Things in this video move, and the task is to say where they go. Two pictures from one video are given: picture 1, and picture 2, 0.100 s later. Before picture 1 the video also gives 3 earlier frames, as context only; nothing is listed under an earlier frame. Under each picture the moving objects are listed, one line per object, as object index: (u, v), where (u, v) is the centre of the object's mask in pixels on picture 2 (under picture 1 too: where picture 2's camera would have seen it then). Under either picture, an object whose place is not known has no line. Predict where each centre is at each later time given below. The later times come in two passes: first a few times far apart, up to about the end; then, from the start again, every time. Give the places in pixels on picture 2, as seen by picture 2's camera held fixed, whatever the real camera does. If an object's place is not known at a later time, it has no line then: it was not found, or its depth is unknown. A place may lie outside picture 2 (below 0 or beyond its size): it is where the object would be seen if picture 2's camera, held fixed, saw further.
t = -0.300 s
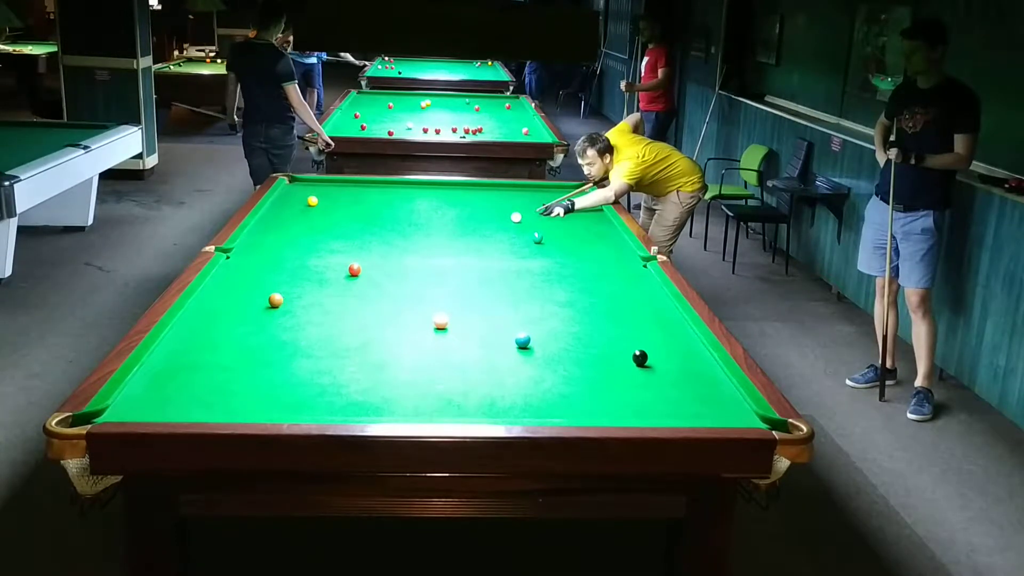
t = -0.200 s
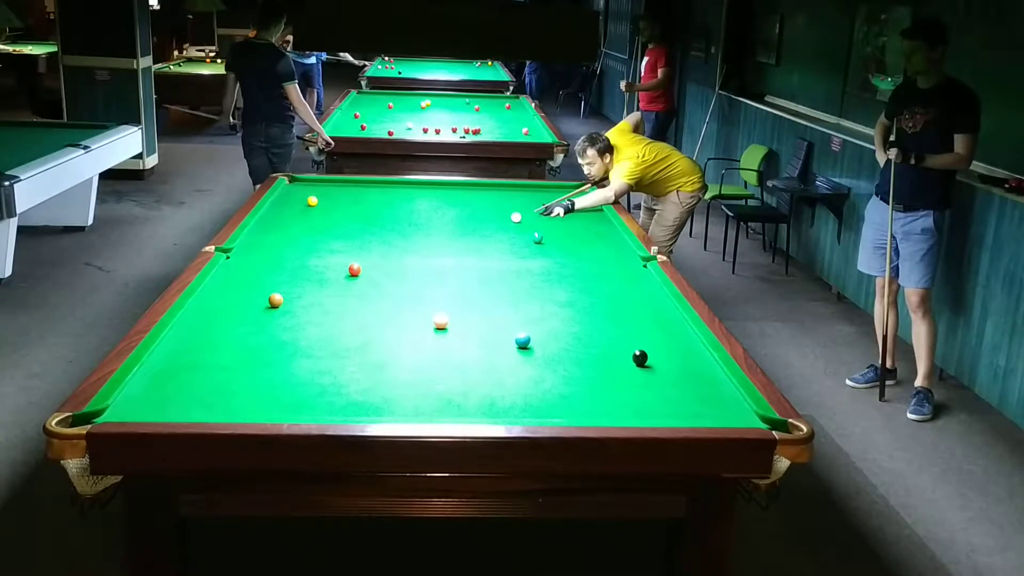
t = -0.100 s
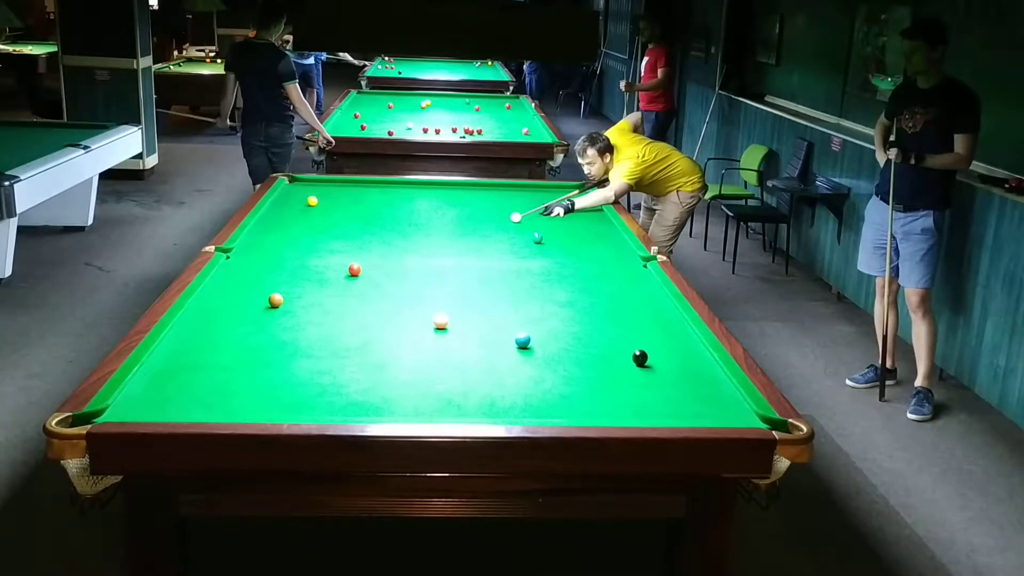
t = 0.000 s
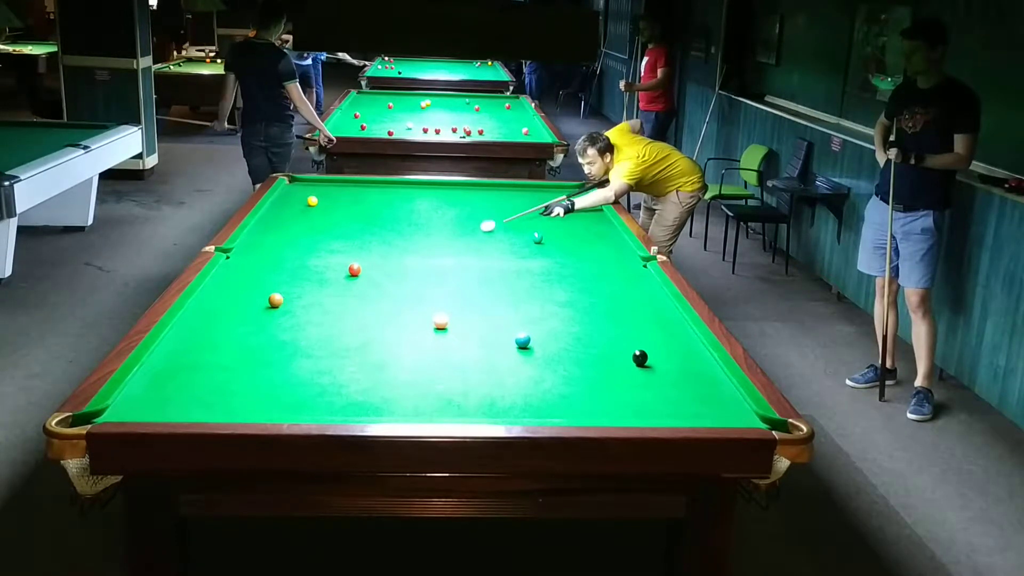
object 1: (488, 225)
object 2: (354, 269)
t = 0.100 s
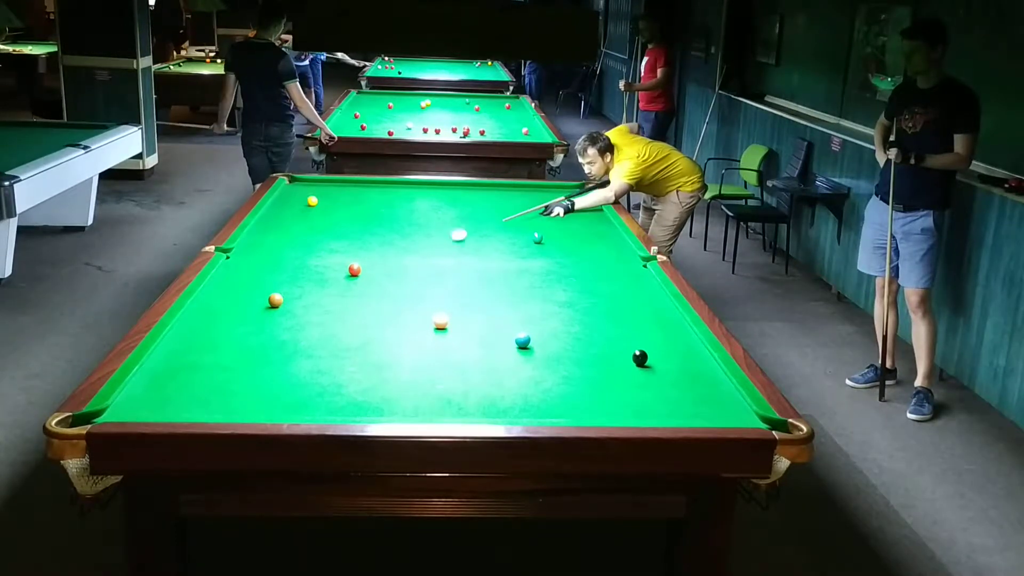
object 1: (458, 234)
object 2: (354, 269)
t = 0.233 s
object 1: (422, 245)
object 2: (354, 269)
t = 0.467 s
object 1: (357, 264)
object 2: (353, 271)
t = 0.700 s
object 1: (313, 266)
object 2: (327, 291)
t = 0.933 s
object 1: (266, 269)
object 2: (301, 311)
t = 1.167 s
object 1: (221, 272)
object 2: (272, 333)
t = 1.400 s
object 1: (252, 274)
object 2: (240, 358)
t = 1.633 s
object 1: (280, 276)
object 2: (204, 386)
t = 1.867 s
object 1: (306, 278)
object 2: (167, 408)
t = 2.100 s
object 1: (331, 280)
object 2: (168, 388)
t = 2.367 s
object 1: (358, 282)
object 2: (168, 365)
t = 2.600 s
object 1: (379, 283)
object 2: (168, 348)
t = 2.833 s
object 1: (400, 285)
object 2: (178, 334)
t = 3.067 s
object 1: (420, 286)
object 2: (192, 322)
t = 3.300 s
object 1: (438, 288)
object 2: (205, 312)
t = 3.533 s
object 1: (455, 289)
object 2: (215, 303)
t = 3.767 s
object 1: (471, 289)
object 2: (225, 295)
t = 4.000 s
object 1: (486, 290)
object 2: (233, 288)
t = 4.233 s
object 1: (498, 291)
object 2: (241, 282)
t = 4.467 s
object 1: (510, 292)
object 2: (247, 276)
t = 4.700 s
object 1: (520, 293)
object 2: (253, 271)
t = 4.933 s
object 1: (529, 293)
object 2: (259, 267)
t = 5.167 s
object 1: (536, 294)
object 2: (263, 263)
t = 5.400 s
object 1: (542, 294)
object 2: (267, 259)
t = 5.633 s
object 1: (547, 294)
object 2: (270, 257)
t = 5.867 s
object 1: (550, 295)
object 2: (273, 254)
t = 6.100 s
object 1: (552, 295)
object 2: (275, 252)
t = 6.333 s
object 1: (552, 295)
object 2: (278, 250)
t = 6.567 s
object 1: (552, 295)
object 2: (280, 249)
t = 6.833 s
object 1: (552, 295)
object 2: (281, 248)
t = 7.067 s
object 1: (552, 295)
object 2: (282, 247)
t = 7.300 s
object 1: (552, 295)
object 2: (282, 247)
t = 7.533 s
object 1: (552, 295)
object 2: (282, 247)
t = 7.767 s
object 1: (552, 295)
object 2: (282, 247)
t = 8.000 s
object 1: (552, 295)
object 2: (282, 247)
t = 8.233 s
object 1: (552, 295)
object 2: (282, 247)
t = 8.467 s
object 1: (552, 295)
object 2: (282, 247)
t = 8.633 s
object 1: (552, 295)
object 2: (282, 247)
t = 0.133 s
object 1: (449, 237)
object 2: (354, 269)
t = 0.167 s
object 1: (440, 240)
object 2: (354, 269)
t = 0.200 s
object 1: (431, 243)
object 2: (354, 269)
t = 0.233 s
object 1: (422, 245)
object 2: (354, 269)
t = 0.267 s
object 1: (413, 248)
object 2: (354, 269)
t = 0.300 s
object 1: (403, 251)
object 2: (354, 269)
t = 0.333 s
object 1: (394, 254)
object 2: (354, 269)
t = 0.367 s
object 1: (384, 257)
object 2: (354, 269)
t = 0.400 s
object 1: (375, 260)
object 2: (354, 269)
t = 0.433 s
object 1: (365, 263)
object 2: (354, 270)
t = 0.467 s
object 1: (357, 264)
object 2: (353, 271)
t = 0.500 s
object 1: (351, 264)
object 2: (349, 274)
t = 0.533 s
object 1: (345, 264)
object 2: (345, 276)
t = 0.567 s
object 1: (339, 265)
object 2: (341, 280)
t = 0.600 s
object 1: (333, 265)
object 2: (337, 283)
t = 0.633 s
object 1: (326, 265)
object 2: (333, 286)
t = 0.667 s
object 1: (320, 266)
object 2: (330, 288)
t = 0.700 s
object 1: (313, 266)
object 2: (327, 291)
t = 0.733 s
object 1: (307, 267)
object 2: (323, 293)
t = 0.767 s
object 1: (299, 267)
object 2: (320, 296)
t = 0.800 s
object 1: (293, 267)
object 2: (316, 299)
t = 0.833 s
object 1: (286, 268)
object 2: (312, 302)
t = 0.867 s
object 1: (280, 268)
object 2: (309, 305)
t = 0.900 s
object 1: (273, 269)
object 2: (305, 308)
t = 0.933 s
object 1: (266, 269)
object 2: (301, 311)
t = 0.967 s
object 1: (260, 270)
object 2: (297, 314)
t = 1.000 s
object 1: (253, 270)
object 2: (293, 317)
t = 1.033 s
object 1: (246, 271)
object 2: (289, 320)
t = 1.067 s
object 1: (240, 271)
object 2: (285, 323)
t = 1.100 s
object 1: (234, 271)
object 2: (281, 326)
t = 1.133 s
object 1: (227, 272)
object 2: (277, 330)
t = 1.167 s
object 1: (221, 272)
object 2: (272, 333)
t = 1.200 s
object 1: (227, 273)
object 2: (268, 336)
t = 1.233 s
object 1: (231, 273)
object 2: (264, 340)
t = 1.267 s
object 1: (236, 273)
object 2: (259, 343)
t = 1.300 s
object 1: (240, 273)
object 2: (254, 347)
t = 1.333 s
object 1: (244, 274)
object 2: (250, 350)
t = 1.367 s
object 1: (248, 274)
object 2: (245, 354)
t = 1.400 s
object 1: (252, 274)
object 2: (240, 358)
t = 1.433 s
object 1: (256, 275)
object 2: (235, 362)
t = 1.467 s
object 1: (260, 275)
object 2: (230, 366)
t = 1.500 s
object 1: (264, 275)
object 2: (225, 370)
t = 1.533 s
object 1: (268, 275)
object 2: (220, 373)
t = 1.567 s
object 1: (272, 276)
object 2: (215, 378)
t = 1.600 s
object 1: (275, 276)
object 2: (209, 382)
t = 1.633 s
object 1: (280, 276)
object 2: (204, 386)
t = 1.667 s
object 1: (284, 276)
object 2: (198, 390)
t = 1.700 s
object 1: (287, 277)
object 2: (193, 395)
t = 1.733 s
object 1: (291, 277)
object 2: (187, 399)
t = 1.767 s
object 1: (295, 277)
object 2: (181, 403)
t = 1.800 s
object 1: (299, 277)
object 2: (175, 406)
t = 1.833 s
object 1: (302, 277)
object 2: (169, 409)
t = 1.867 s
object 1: (306, 278)
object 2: (167, 408)
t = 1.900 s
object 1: (310, 278)
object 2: (167, 406)
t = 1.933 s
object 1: (313, 278)
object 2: (167, 404)
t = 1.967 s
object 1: (317, 279)
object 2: (168, 400)
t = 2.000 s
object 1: (320, 279)
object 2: (168, 397)
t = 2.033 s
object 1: (324, 279)
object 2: (168, 394)
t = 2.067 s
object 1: (328, 279)
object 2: (168, 391)
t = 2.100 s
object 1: (331, 280)
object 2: (168, 388)
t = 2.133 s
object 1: (334, 280)
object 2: (168, 384)
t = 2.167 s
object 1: (338, 280)
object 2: (168, 381)
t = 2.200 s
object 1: (341, 280)
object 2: (168, 378)
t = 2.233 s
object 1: (344, 281)
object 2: (168, 376)
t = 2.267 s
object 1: (348, 281)
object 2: (168, 373)
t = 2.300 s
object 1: (351, 281)
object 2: (168, 370)
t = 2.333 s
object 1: (354, 281)
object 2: (168, 367)
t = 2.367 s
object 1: (358, 282)
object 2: (168, 365)
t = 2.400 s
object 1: (361, 282)
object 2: (168, 362)
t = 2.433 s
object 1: (364, 282)
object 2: (168, 360)
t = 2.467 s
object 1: (367, 282)
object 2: (168, 357)
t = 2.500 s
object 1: (370, 282)
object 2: (168, 355)
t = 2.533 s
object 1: (373, 283)
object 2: (168, 352)
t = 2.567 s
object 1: (376, 283)
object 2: (168, 350)
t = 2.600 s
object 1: (379, 283)
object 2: (168, 348)
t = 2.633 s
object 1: (383, 283)
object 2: (168, 345)
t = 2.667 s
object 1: (385, 283)
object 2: (168, 343)
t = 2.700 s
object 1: (388, 284)
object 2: (169, 341)
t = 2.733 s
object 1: (391, 284)
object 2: (172, 339)
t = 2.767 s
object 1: (394, 284)
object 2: (174, 337)
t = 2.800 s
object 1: (397, 284)
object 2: (176, 335)
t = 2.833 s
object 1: (400, 285)
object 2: (178, 334)
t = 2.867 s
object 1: (403, 285)
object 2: (180, 332)
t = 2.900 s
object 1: (406, 285)
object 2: (182, 330)
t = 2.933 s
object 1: (409, 285)
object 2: (184, 329)
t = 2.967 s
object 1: (412, 285)
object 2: (187, 327)
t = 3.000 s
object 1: (414, 286)
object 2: (188, 326)
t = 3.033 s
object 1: (417, 286)
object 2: (190, 324)
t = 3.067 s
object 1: (420, 286)
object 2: (192, 322)
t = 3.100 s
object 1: (422, 286)
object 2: (194, 321)
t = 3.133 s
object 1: (426, 287)
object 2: (196, 319)
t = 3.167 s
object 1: (428, 287)
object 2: (198, 318)
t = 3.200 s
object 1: (431, 287)
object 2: (199, 316)
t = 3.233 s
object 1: (433, 287)
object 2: (201, 315)
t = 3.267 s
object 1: (436, 287)
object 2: (203, 314)
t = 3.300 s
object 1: (438, 288)
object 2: (205, 312)
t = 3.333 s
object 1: (440, 288)
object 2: (206, 311)
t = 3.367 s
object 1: (443, 288)
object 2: (208, 310)
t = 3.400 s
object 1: (446, 288)
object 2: (209, 308)
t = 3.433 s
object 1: (448, 288)
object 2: (211, 307)
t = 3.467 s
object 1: (451, 288)
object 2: (212, 306)
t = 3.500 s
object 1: (453, 289)
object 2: (214, 305)
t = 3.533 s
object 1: (455, 289)
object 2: (215, 303)
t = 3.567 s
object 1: (458, 289)
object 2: (217, 302)
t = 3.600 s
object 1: (460, 289)
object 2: (218, 301)
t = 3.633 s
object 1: (462, 289)
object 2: (219, 300)
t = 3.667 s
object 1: (465, 289)
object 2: (221, 299)
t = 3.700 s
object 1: (467, 289)
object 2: (222, 298)
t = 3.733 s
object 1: (469, 289)
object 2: (223, 296)
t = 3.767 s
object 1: (471, 289)
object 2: (225, 295)
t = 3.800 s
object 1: (473, 289)
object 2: (226, 294)
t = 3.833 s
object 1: (475, 290)
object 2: (227, 293)
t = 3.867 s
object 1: (477, 290)
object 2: (228, 292)
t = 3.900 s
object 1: (479, 290)
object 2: (230, 291)
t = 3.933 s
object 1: (481, 290)
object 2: (231, 290)
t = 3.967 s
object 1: (484, 290)
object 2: (232, 289)
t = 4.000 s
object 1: (486, 290)
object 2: (233, 288)
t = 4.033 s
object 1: (488, 290)
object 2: (234, 287)
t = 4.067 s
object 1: (489, 291)
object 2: (235, 286)
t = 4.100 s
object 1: (491, 291)
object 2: (237, 285)
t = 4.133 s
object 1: (493, 291)
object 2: (238, 284)
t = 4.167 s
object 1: (495, 291)
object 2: (239, 284)
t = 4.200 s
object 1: (497, 291)
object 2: (240, 283)
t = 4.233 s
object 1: (498, 291)
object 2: (241, 282)
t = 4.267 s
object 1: (500, 291)
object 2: (242, 281)
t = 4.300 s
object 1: (502, 291)
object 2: (243, 280)
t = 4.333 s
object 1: (503, 291)
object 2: (244, 279)
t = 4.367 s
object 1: (505, 292)
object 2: (245, 279)
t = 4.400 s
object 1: (507, 292)
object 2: (246, 278)
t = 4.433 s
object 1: (508, 292)
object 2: (247, 277)
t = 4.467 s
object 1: (510, 292)
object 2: (247, 276)
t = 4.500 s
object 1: (512, 292)
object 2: (248, 276)
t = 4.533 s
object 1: (513, 292)
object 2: (249, 275)
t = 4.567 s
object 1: (514, 292)
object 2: (250, 274)
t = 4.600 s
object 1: (516, 292)
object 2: (251, 273)
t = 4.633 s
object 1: (518, 292)
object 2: (252, 273)
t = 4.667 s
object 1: (519, 292)
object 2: (253, 272)
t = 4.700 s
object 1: (520, 293)
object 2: (253, 271)
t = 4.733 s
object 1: (522, 293)
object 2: (254, 271)
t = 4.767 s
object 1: (523, 293)
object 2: (255, 270)
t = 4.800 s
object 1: (524, 293)
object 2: (256, 269)
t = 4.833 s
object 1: (525, 293)
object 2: (256, 269)
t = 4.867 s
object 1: (527, 293)
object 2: (257, 268)
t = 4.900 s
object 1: (528, 293)
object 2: (258, 267)
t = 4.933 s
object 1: (529, 293)
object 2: (259, 267)
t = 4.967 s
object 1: (530, 293)
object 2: (259, 266)
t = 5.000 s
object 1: (531, 293)
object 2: (260, 266)
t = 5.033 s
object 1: (532, 293)
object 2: (260, 265)
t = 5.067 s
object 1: (533, 293)
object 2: (261, 264)
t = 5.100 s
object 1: (534, 293)
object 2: (262, 264)
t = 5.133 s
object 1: (535, 294)
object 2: (262, 263)
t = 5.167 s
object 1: (536, 294)
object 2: (263, 263)
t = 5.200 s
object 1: (537, 294)
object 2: (263, 262)
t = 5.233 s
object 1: (538, 294)
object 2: (264, 262)
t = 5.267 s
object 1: (539, 294)
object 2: (264, 261)
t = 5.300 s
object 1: (540, 294)
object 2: (265, 261)
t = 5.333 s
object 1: (541, 294)
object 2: (266, 260)
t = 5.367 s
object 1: (541, 294)
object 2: (266, 260)
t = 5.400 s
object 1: (542, 294)
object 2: (267, 259)
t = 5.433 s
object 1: (543, 294)
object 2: (267, 259)
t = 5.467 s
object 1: (544, 294)
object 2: (268, 259)
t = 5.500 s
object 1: (544, 294)
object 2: (268, 258)
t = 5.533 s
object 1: (545, 294)
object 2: (269, 258)
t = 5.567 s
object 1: (546, 294)
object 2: (269, 257)
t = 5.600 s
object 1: (546, 294)
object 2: (270, 257)
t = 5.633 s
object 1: (547, 294)
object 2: (270, 257)
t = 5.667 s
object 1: (548, 294)
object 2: (271, 256)
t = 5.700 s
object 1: (548, 295)
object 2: (271, 256)
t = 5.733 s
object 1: (549, 295)
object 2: (271, 255)
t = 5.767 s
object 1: (549, 295)
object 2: (272, 255)
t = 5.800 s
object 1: (549, 295)
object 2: (272, 255)
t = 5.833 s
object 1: (550, 295)
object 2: (272, 254)
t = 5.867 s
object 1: (550, 295)
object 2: (273, 254)
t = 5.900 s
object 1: (550, 295)
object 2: (273, 254)
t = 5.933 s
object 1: (551, 295)
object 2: (274, 253)
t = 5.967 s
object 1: (551, 295)
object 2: (274, 253)
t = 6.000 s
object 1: (551, 295)
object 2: (274, 253)
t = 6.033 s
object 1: (552, 295)
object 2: (275, 252)
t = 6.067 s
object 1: (552, 295)
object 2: (275, 252)
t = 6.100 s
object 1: (552, 295)
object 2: (275, 252)
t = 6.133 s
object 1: (552, 295)
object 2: (276, 252)
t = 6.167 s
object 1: (552, 295)
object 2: (276, 251)
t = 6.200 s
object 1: (552, 295)
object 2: (277, 251)
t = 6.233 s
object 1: (552, 295)
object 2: (277, 251)
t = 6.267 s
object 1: (552, 295)
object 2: (277, 251)
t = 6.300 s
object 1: (552, 295)
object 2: (278, 250)
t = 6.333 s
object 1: (552, 295)
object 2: (278, 250)
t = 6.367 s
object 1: (552, 295)
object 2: (278, 250)
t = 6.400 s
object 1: (552, 295)
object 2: (278, 250)
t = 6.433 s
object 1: (552, 295)
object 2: (279, 250)
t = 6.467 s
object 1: (552, 295)
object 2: (279, 249)
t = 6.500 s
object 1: (552, 295)
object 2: (279, 249)
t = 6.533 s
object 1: (552, 295)
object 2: (280, 249)
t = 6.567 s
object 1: (552, 295)
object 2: (280, 249)
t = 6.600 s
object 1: (552, 295)
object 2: (280, 249)
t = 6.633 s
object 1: (552, 295)
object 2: (280, 248)
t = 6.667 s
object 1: (552, 295)
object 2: (281, 248)
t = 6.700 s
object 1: (552, 295)
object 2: (281, 248)
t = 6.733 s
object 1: (552, 295)
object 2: (281, 248)
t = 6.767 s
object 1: (552, 295)
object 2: (281, 248)
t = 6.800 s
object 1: (552, 295)
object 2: (281, 248)
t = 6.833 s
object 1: (552, 295)
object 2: (281, 248)
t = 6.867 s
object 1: (552, 295)
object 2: (282, 248)
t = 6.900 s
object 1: (552, 295)
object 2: (282, 247)
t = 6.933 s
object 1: (552, 295)
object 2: (282, 247)
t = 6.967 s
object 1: (552, 295)
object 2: (282, 247)
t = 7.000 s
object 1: (552, 295)
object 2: (282, 247)
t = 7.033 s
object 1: (552, 295)
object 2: (282, 247)
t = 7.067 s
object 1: (552, 295)
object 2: (282, 247)
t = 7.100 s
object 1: (552, 295)
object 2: (282, 247)
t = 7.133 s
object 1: (552, 295)
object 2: (282, 247)
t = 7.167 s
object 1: (552, 295)
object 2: (282, 247)
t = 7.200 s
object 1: (552, 295)
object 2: (282, 247)
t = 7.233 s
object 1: (552, 295)
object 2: (282, 247)
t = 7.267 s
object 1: (552, 295)
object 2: (282, 247)
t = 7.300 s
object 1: (552, 295)
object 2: (282, 247)
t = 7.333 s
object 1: (552, 295)
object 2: (282, 247)
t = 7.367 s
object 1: (552, 295)
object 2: (282, 247)
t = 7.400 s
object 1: (552, 295)
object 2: (282, 247)
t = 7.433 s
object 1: (552, 295)
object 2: (282, 247)
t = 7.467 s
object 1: (552, 295)
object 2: (282, 247)
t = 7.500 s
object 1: (552, 295)
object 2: (282, 247)
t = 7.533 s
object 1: (552, 295)
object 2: (282, 247)
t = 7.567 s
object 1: (552, 295)
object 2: (282, 247)
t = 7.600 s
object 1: (552, 295)
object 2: (282, 247)
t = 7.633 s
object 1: (552, 295)
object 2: (282, 247)
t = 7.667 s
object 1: (552, 295)
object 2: (282, 247)
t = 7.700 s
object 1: (552, 295)
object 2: (282, 247)
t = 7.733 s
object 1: (552, 295)
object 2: (282, 247)
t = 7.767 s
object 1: (552, 295)
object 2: (282, 247)
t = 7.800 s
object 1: (552, 295)
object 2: (282, 247)
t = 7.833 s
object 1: (552, 295)
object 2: (282, 247)
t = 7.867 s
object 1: (552, 295)
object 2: (282, 247)
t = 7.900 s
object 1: (552, 295)
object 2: (282, 247)
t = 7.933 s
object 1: (552, 295)
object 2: (282, 247)
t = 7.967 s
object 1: (552, 295)
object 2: (282, 247)
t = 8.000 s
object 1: (552, 295)
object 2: (282, 247)
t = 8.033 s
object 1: (552, 295)
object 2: (282, 247)
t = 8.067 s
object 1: (552, 295)
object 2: (282, 247)
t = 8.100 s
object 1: (552, 295)
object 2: (282, 247)
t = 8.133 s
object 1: (552, 295)
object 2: (282, 247)
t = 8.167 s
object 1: (552, 295)
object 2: (282, 247)
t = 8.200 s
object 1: (552, 295)
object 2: (282, 247)
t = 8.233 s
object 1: (552, 295)
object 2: (282, 247)
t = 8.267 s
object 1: (552, 295)
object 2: (282, 247)
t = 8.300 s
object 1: (552, 295)
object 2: (282, 247)
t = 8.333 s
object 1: (552, 295)
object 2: (282, 247)
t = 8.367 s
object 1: (552, 295)
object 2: (282, 247)
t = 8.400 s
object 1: (552, 295)
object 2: (282, 247)
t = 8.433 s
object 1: (552, 295)
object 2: (282, 247)
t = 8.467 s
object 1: (552, 295)
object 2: (282, 247)
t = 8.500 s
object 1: (552, 295)
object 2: (282, 247)
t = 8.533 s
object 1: (552, 295)
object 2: (282, 247)
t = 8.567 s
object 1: (552, 295)
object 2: (282, 247)
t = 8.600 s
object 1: (552, 295)
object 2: (282, 247)
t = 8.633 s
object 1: (552, 295)
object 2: (282, 247)
